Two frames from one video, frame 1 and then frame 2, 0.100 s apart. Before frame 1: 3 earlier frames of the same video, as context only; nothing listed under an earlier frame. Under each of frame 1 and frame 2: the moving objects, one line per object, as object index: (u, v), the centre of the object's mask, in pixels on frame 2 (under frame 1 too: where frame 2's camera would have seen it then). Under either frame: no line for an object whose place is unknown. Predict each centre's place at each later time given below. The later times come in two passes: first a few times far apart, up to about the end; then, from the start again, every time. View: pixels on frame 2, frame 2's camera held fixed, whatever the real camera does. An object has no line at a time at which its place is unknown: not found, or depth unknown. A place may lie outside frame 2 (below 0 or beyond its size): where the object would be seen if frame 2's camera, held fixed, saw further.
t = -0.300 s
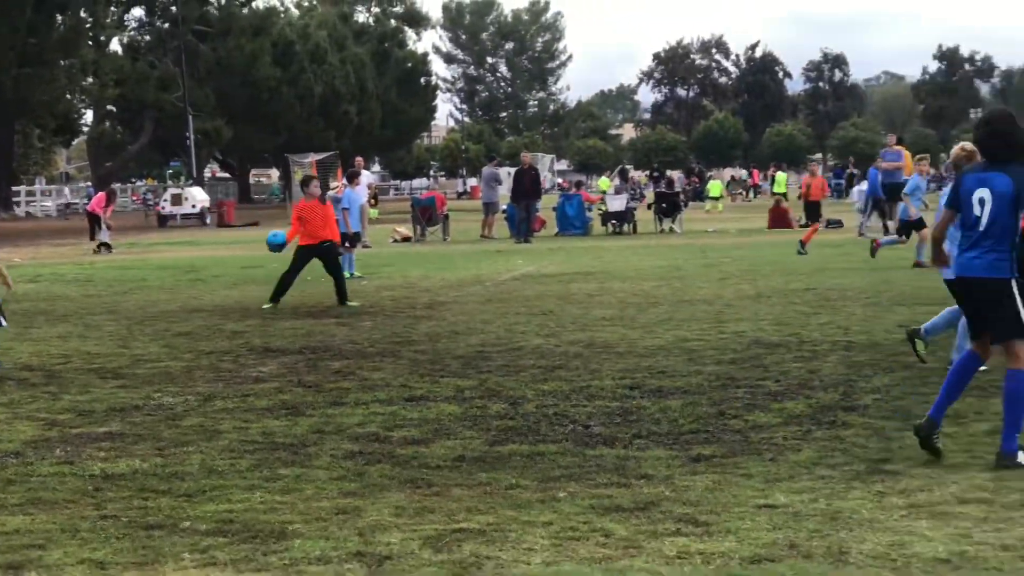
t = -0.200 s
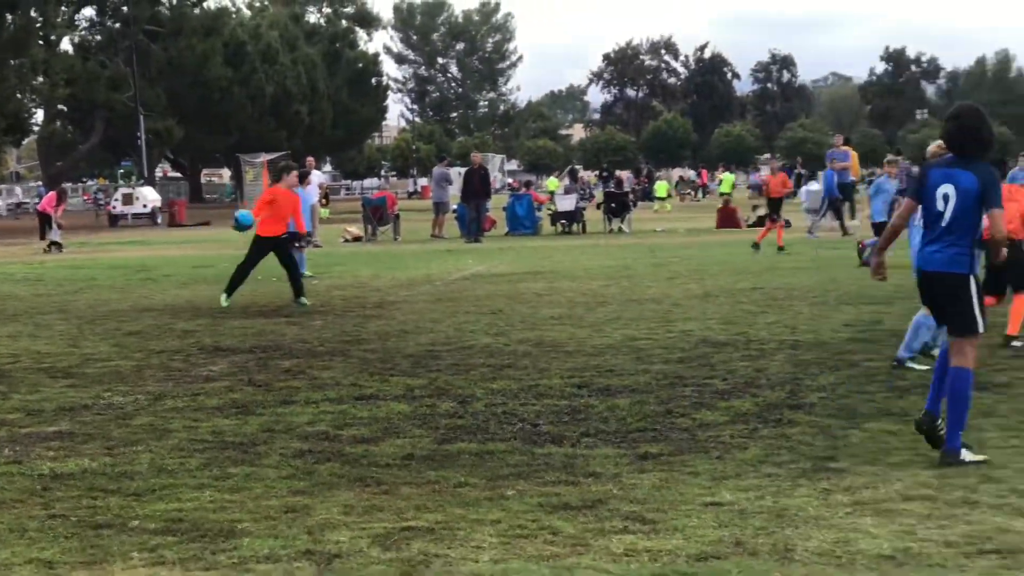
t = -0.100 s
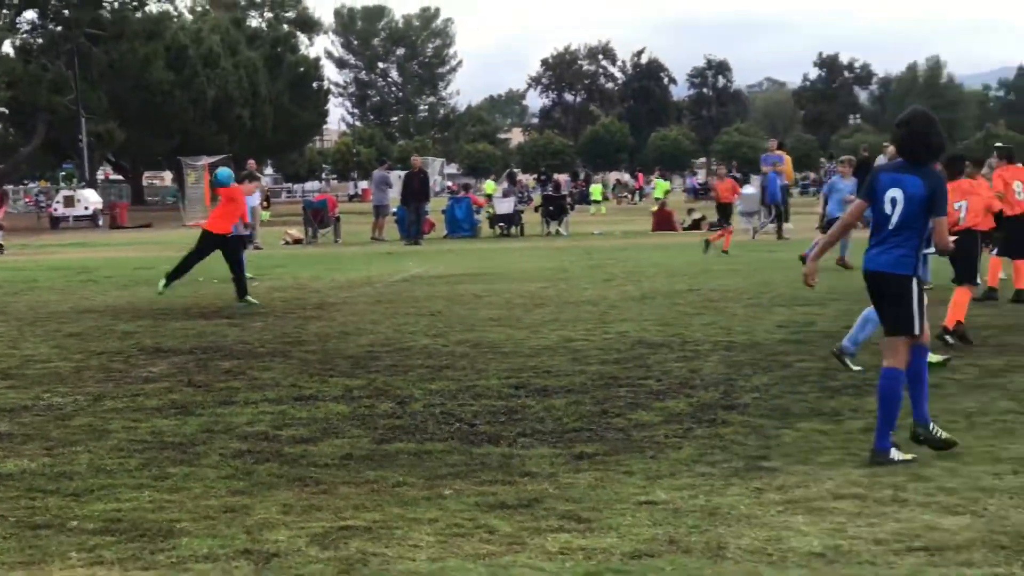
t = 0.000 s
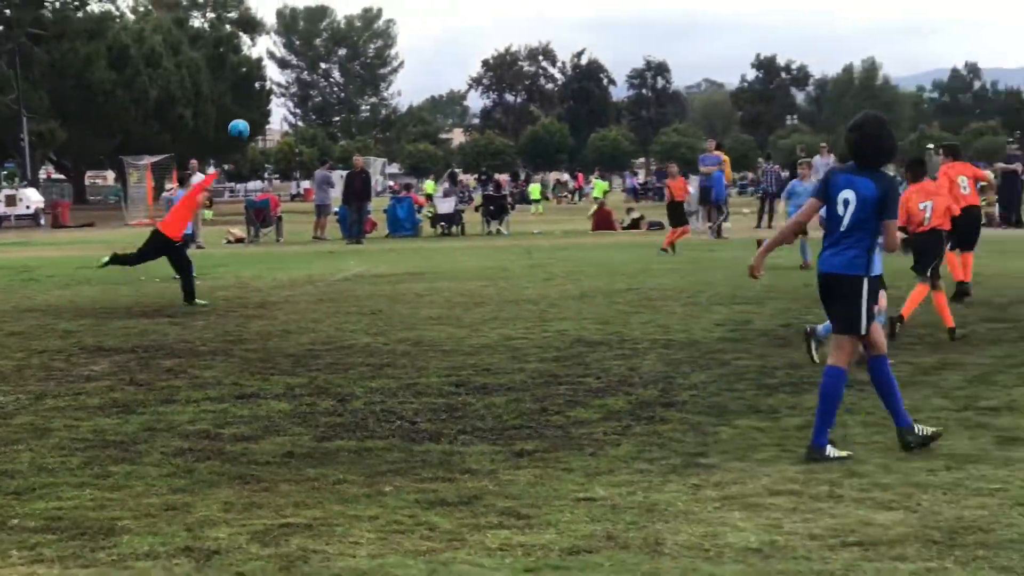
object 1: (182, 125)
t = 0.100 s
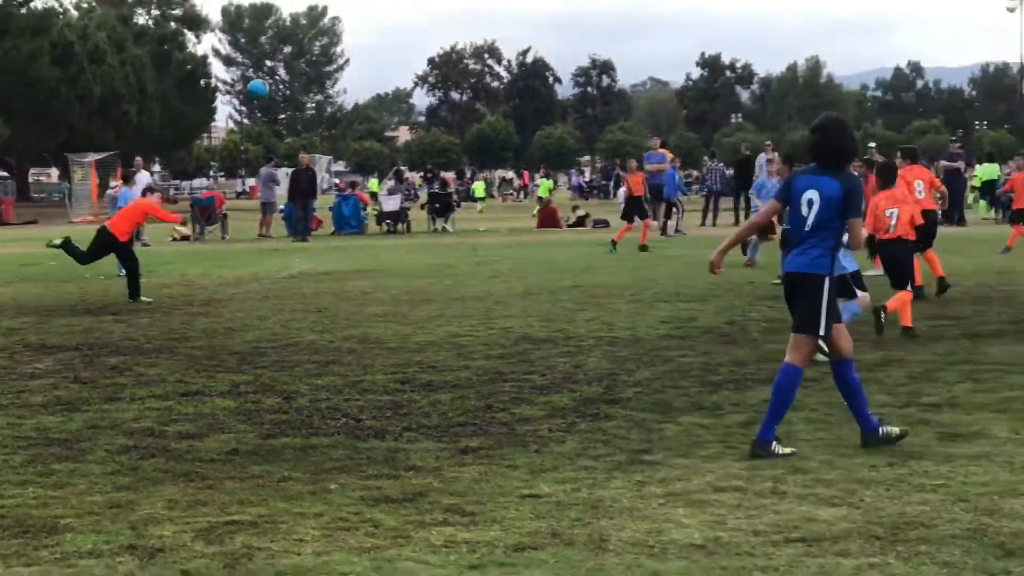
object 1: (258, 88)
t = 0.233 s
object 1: (357, 57)
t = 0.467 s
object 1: (525, 38)
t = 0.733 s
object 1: (717, 74)
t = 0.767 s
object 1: (741, 83)
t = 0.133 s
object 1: (283, 79)
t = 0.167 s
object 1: (309, 72)
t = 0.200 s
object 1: (333, 63)
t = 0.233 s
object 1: (357, 57)
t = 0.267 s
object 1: (381, 51)
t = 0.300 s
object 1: (405, 47)
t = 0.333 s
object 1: (430, 43)
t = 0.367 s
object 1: (454, 40)
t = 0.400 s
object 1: (478, 39)
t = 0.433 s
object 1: (502, 38)
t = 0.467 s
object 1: (525, 38)
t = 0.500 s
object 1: (549, 38)
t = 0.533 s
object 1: (573, 40)
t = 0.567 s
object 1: (597, 43)
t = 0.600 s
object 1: (621, 46)
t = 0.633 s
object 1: (644, 51)
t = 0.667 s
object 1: (669, 57)
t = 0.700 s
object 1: (693, 68)
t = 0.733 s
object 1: (717, 74)
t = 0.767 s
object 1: (741, 83)
